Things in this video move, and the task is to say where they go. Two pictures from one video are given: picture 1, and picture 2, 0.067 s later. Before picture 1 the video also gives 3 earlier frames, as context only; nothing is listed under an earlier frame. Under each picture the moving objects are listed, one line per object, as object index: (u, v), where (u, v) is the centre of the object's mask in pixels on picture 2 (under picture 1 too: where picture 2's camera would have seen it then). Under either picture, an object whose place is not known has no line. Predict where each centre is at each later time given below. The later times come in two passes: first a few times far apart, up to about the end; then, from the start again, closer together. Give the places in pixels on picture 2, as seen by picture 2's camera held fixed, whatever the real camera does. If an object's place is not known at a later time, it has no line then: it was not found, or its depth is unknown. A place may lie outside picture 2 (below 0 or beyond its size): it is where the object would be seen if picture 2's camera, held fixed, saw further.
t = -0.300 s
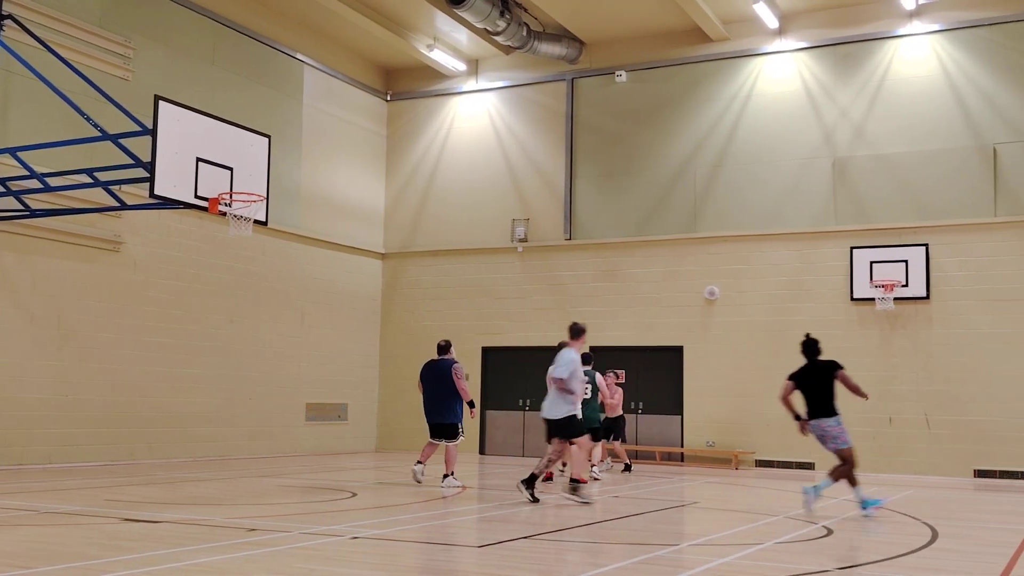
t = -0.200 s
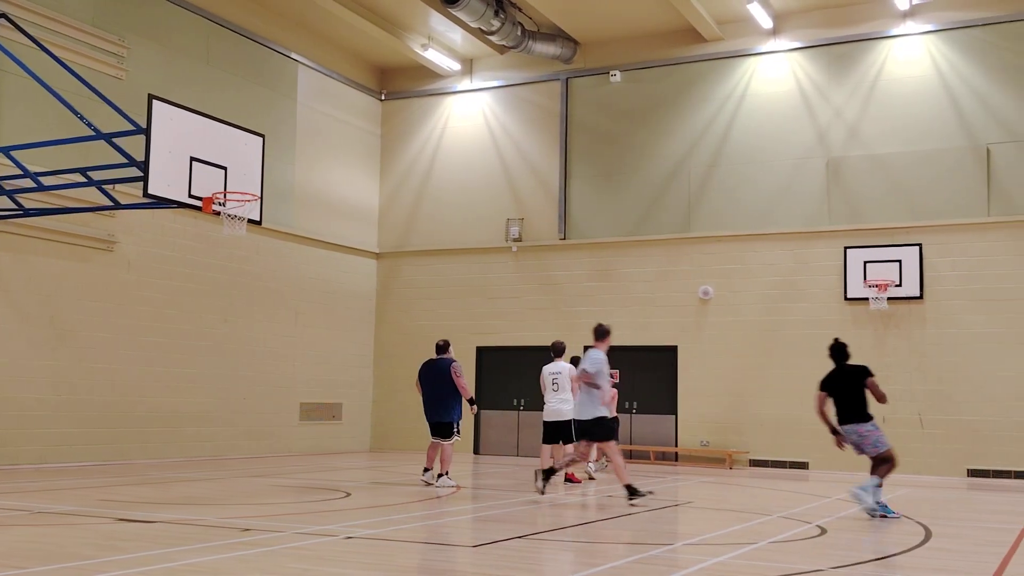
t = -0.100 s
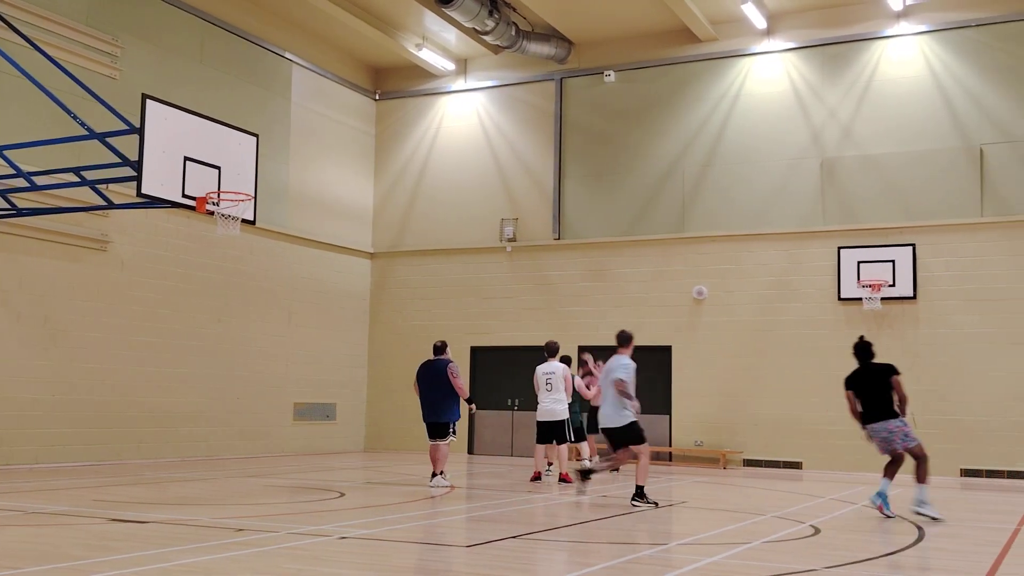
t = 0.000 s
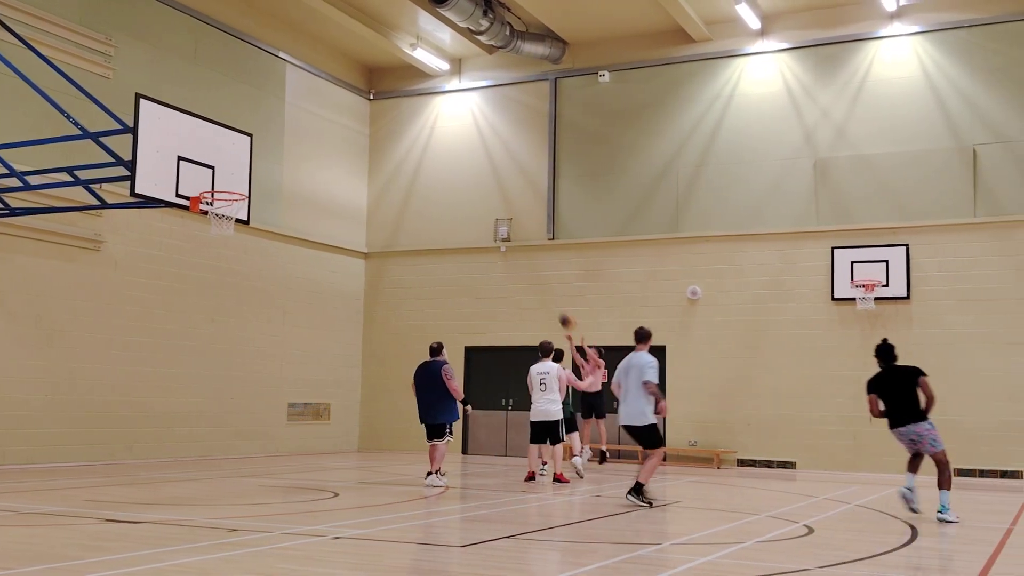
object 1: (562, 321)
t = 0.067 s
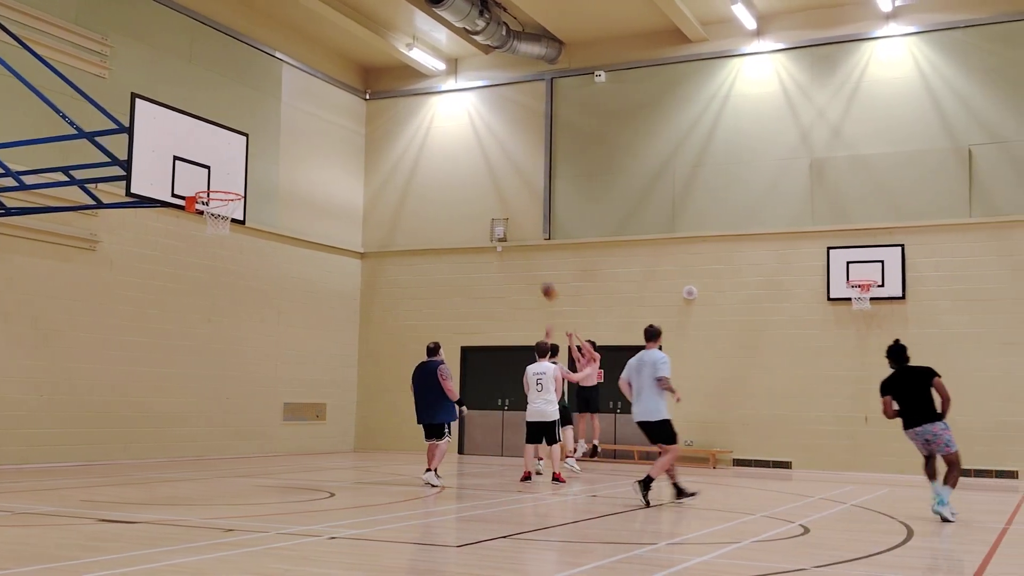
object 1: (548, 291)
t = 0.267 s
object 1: (506, 218)
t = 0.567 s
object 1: (433, 145)
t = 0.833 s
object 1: (357, 132)
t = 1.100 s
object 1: (265, 177)
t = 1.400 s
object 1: (296, 280)
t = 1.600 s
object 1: (335, 375)
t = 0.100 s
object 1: (542, 278)
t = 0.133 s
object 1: (534, 266)
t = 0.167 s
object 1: (528, 253)
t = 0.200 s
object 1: (521, 240)
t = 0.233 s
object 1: (513, 228)
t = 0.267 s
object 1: (506, 218)
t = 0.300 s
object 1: (498, 207)
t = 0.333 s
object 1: (491, 197)
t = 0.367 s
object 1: (483, 187)
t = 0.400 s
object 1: (475, 178)
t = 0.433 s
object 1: (467, 170)
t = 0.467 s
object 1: (459, 163)
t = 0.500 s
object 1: (451, 156)
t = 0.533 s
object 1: (442, 150)
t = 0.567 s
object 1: (433, 145)
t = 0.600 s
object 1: (425, 141)
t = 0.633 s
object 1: (415, 137)
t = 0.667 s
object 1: (406, 134)
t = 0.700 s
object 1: (396, 132)
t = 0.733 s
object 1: (387, 131)
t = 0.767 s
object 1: (377, 130)
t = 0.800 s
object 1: (367, 131)
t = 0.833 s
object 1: (357, 132)
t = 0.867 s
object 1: (346, 134)
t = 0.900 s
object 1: (335, 137)
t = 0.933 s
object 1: (324, 141)
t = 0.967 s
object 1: (313, 146)
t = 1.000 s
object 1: (301, 152)
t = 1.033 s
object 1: (289, 159)
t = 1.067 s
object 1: (277, 168)
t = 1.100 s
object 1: (265, 177)
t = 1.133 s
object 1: (253, 187)
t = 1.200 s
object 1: (248, 208)
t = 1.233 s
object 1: (256, 219)
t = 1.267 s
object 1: (265, 229)
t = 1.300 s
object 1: (272, 241)
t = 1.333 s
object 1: (280, 254)
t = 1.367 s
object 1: (288, 266)
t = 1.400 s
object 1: (296, 280)
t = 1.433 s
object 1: (303, 294)
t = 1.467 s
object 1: (310, 309)
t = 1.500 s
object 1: (317, 326)
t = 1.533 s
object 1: (324, 341)
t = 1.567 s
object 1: (330, 356)
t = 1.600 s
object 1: (335, 375)
